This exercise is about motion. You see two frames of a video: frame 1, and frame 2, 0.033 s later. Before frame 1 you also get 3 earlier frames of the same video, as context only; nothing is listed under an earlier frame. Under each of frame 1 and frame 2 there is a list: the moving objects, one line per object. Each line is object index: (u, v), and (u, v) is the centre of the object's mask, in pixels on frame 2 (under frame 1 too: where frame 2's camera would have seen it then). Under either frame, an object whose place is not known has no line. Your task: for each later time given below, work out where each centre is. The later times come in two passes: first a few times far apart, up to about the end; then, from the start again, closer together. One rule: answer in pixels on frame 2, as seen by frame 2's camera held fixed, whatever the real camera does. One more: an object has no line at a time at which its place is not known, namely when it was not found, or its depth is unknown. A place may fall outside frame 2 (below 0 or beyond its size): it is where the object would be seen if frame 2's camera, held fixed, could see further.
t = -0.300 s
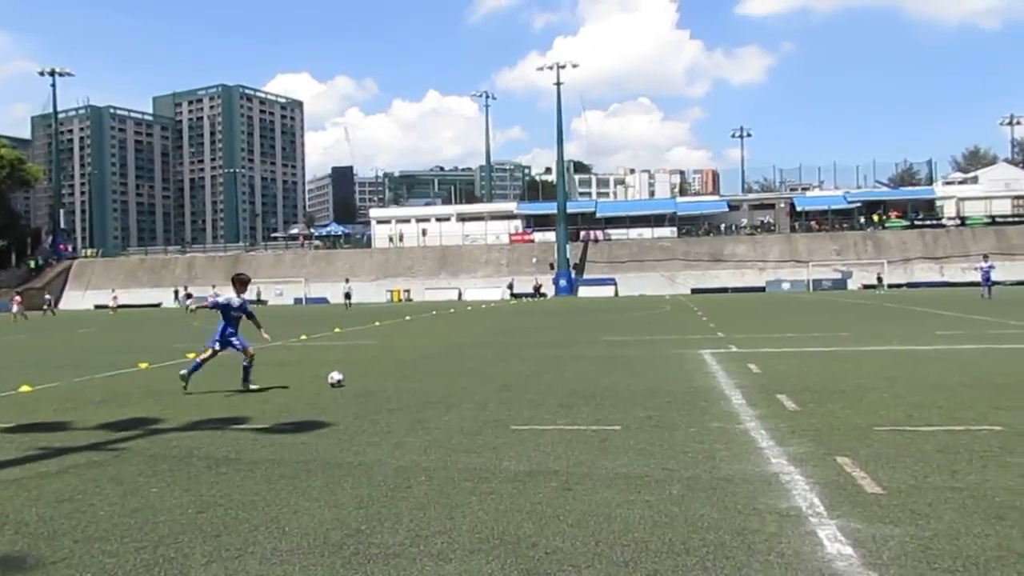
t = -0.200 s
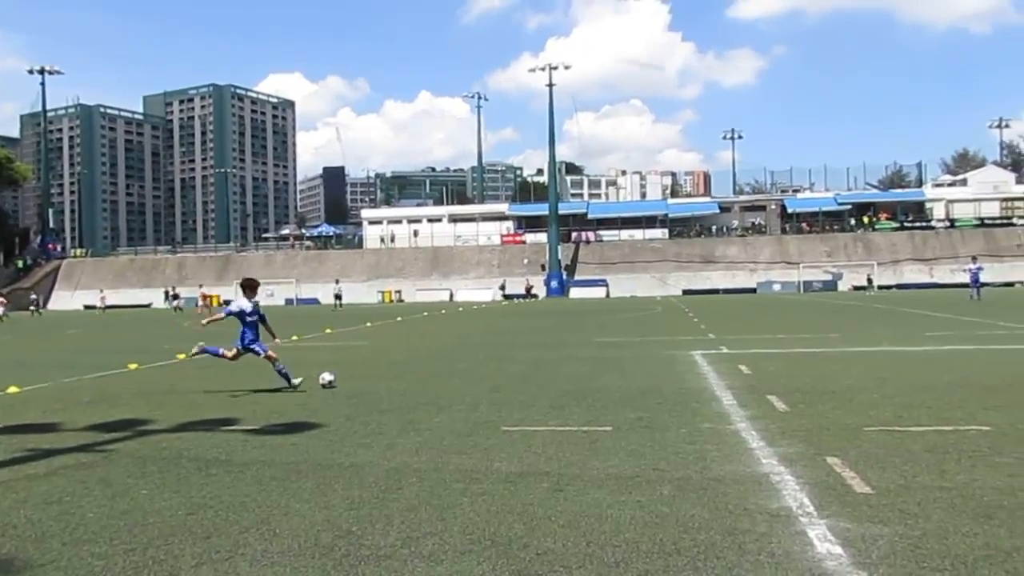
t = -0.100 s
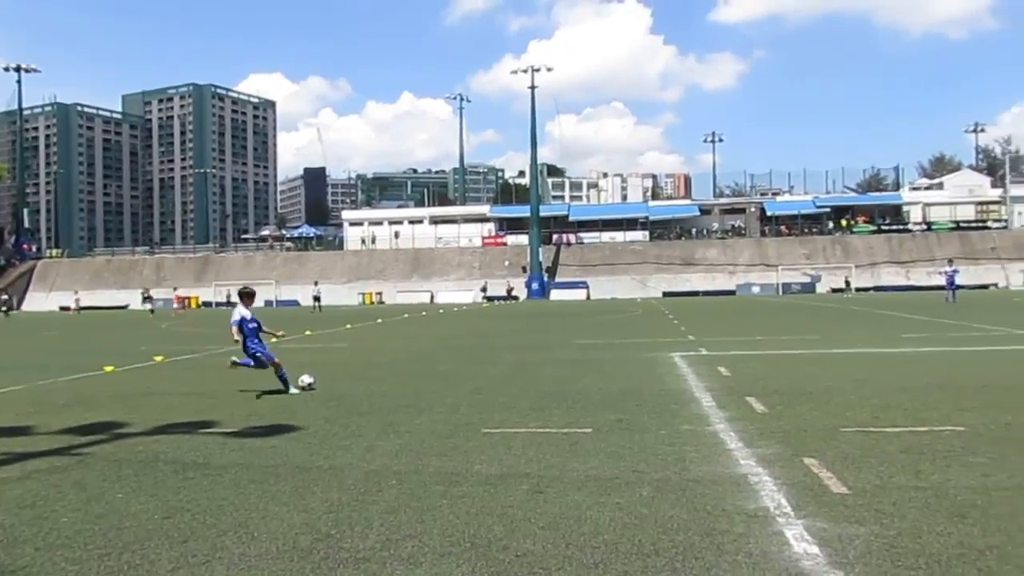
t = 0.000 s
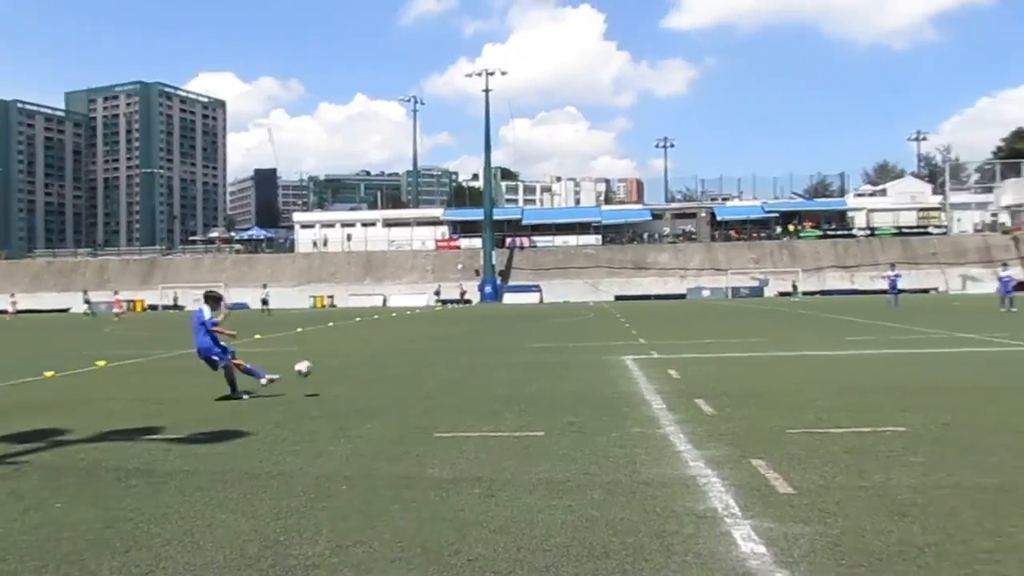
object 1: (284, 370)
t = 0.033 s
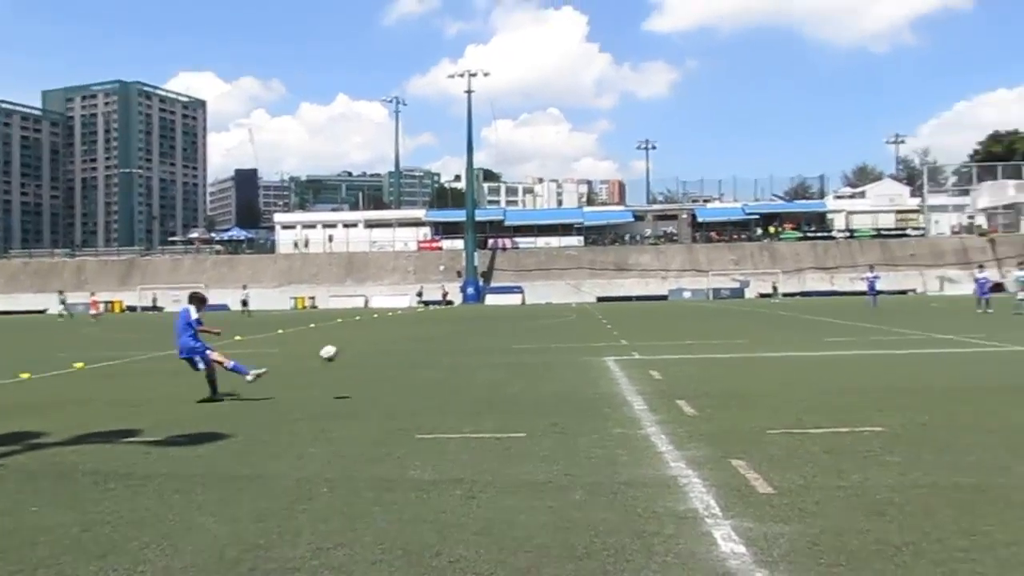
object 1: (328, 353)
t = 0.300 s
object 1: (762, 215)
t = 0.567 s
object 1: (1356, 93)
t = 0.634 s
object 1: (1534, 69)
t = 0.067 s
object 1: (375, 337)
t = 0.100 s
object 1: (423, 320)
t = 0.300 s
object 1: (762, 215)
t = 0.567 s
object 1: (1356, 93)
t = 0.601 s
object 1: (1442, 80)
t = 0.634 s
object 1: (1534, 69)
